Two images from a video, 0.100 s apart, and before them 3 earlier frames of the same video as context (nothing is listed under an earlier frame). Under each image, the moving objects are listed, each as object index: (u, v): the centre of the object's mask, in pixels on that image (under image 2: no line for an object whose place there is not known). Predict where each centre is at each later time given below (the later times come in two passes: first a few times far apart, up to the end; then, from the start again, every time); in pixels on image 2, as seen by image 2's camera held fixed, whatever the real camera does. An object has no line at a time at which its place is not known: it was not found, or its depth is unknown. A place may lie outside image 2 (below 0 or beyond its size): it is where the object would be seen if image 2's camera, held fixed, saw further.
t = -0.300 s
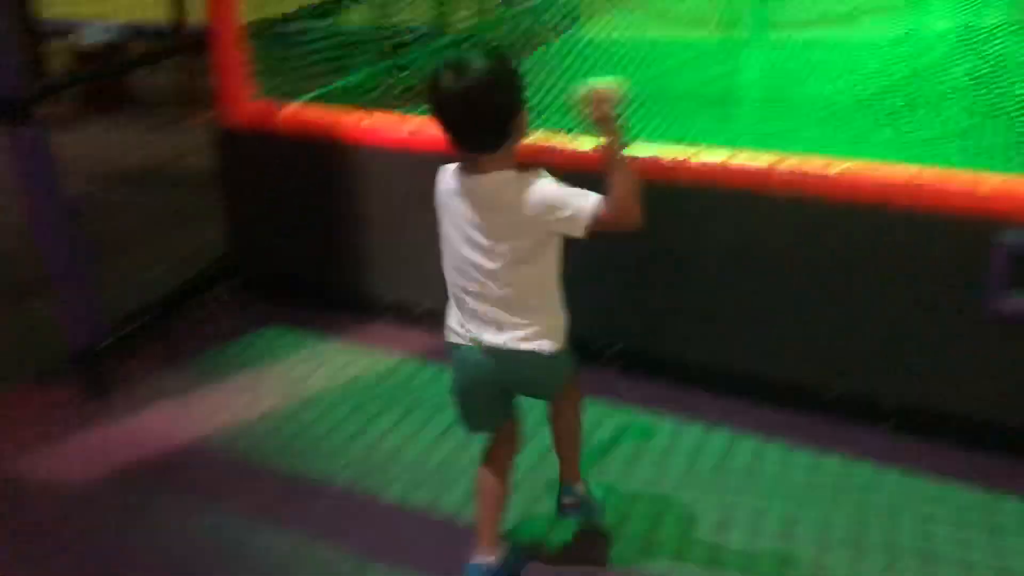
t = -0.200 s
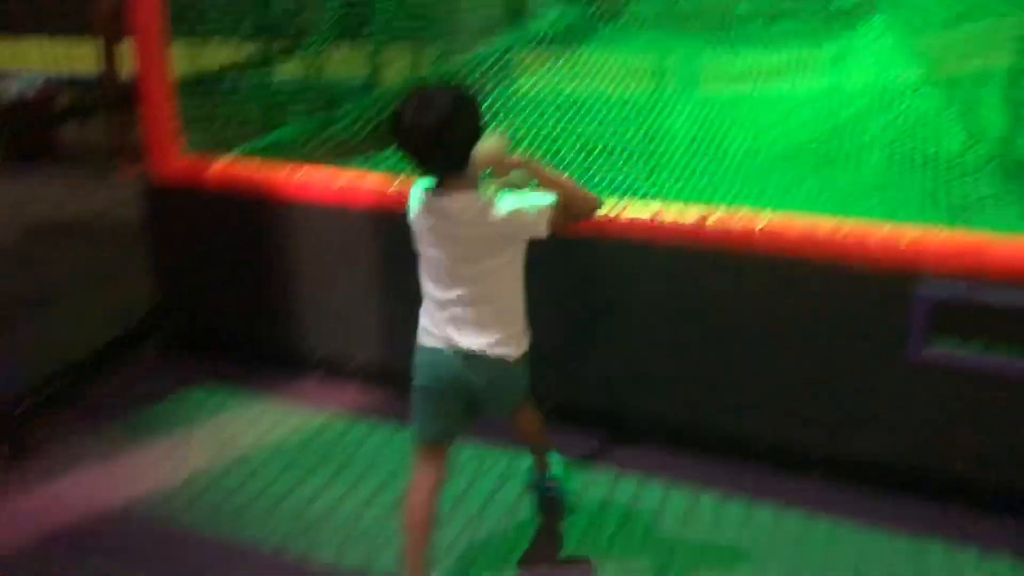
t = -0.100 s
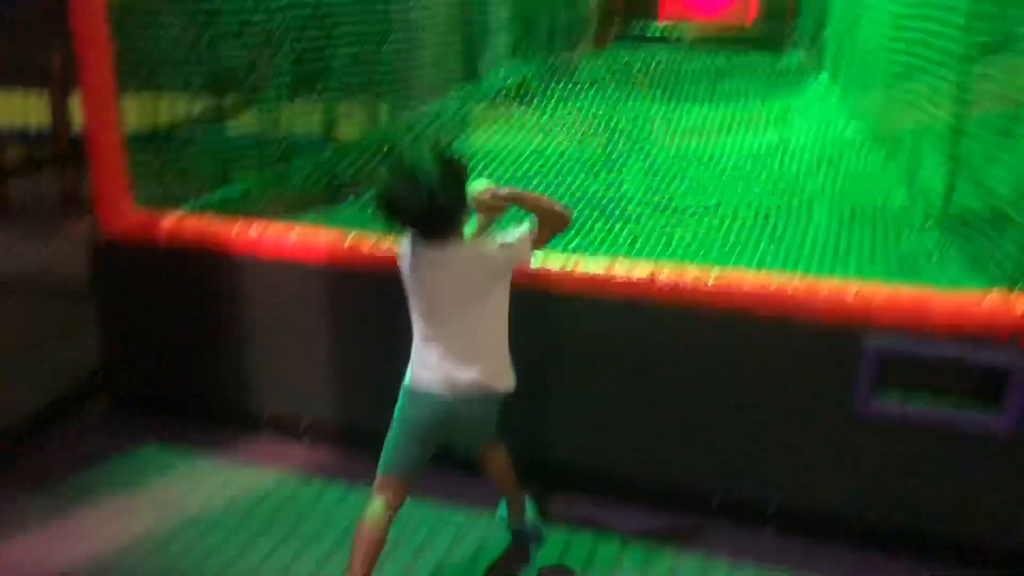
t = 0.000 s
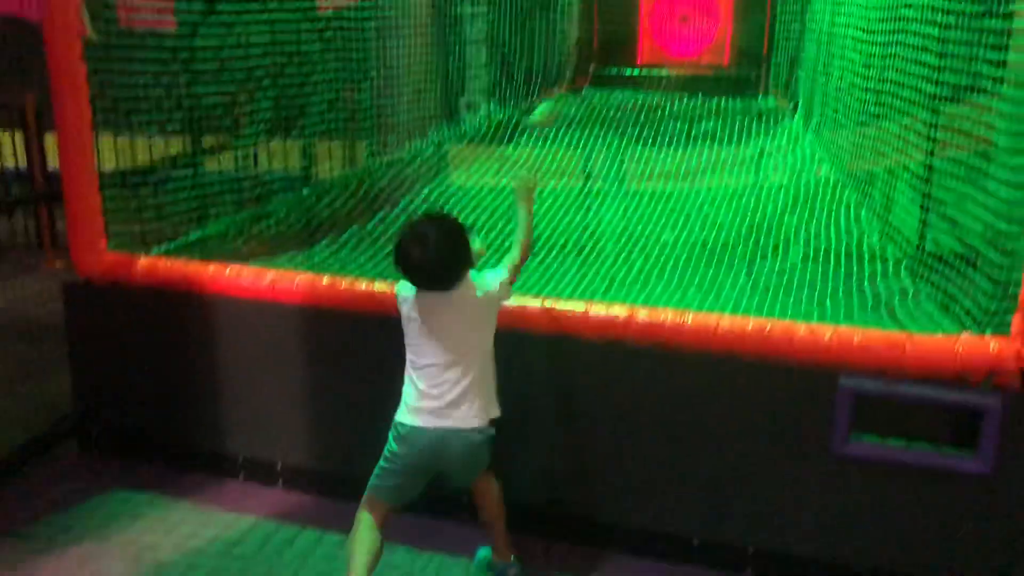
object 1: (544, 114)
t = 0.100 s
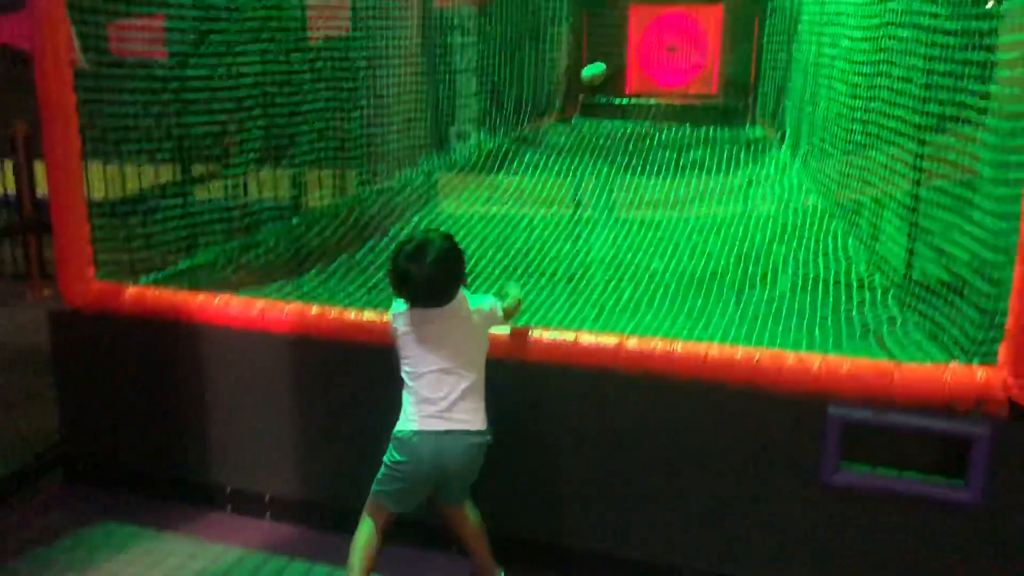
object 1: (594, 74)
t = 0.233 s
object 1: (641, 48)
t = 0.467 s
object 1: (658, 74)
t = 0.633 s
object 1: (642, 132)
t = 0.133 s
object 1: (608, 61)
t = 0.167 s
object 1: (620, 53)
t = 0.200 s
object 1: (630, 49)
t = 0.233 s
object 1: (641, 48)
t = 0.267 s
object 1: (649, 50)
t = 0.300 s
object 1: (657, 54)
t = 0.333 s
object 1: (663, 59)
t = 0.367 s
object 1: (664, 62)
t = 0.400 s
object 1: (663, 64)
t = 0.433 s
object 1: (660, 68)
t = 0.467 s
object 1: (658, 74)
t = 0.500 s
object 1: (655, 82)
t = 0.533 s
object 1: (653, 92)
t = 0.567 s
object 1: (650, 105)
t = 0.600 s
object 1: (648, 119)
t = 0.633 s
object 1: (642, 132)
